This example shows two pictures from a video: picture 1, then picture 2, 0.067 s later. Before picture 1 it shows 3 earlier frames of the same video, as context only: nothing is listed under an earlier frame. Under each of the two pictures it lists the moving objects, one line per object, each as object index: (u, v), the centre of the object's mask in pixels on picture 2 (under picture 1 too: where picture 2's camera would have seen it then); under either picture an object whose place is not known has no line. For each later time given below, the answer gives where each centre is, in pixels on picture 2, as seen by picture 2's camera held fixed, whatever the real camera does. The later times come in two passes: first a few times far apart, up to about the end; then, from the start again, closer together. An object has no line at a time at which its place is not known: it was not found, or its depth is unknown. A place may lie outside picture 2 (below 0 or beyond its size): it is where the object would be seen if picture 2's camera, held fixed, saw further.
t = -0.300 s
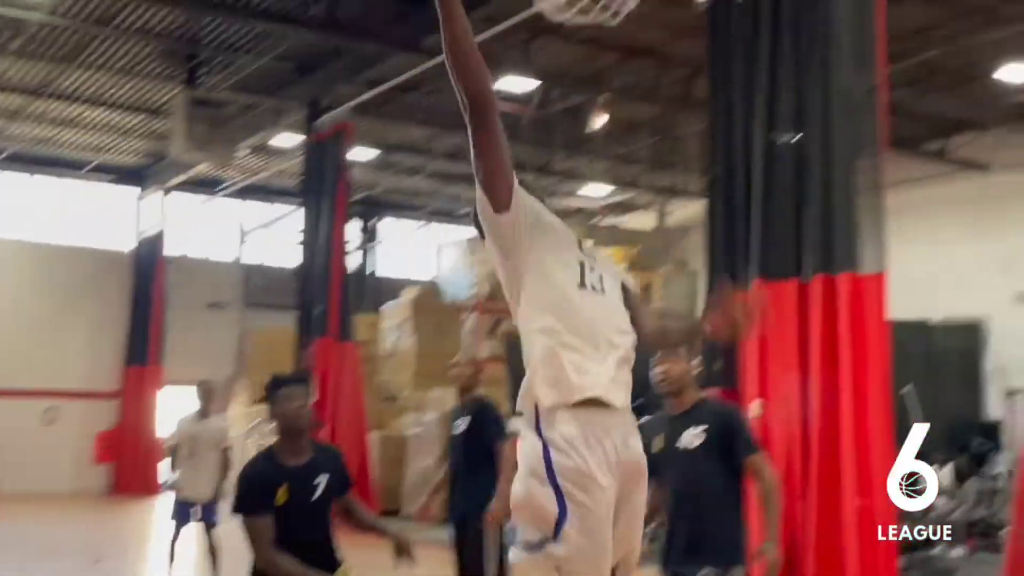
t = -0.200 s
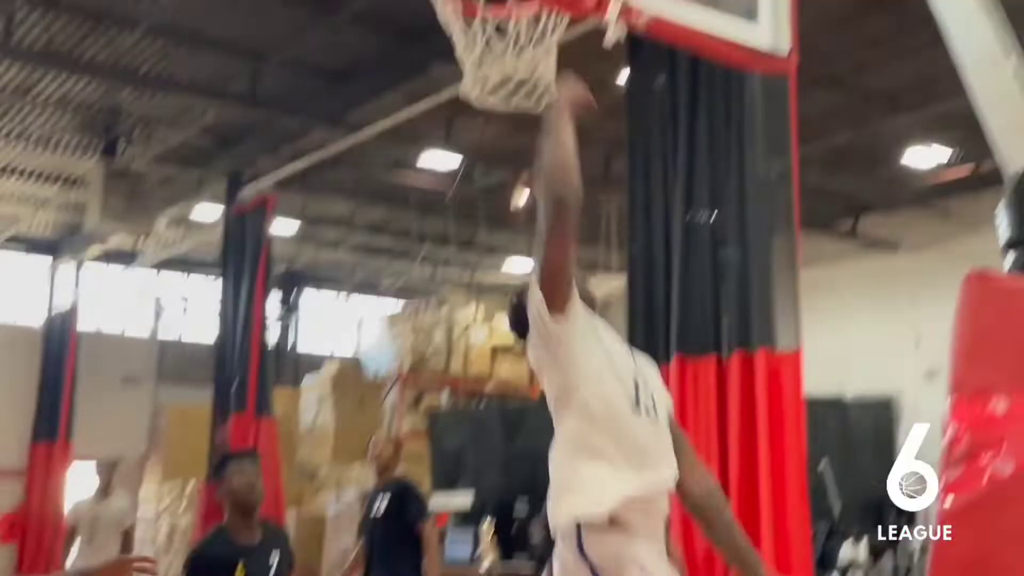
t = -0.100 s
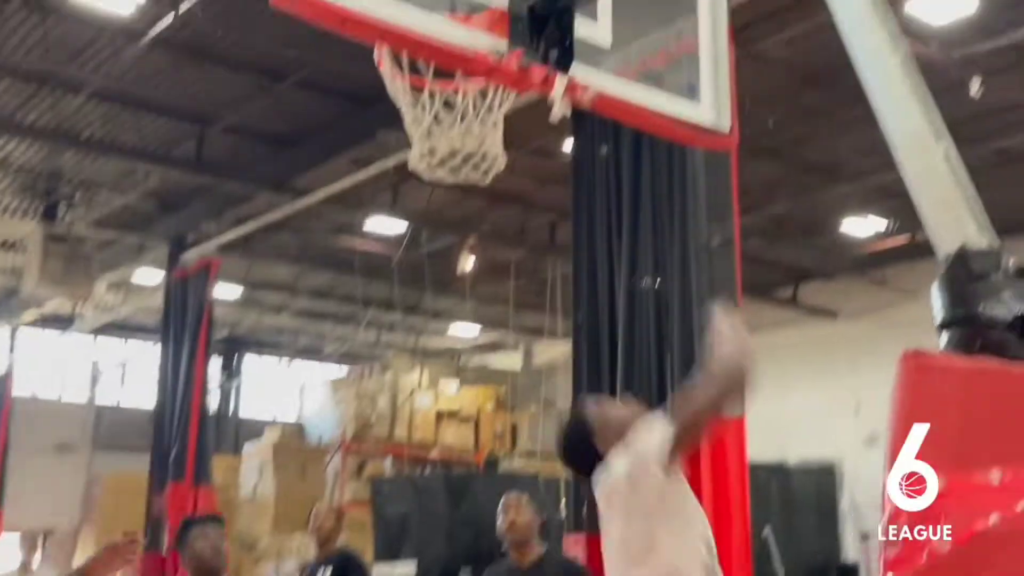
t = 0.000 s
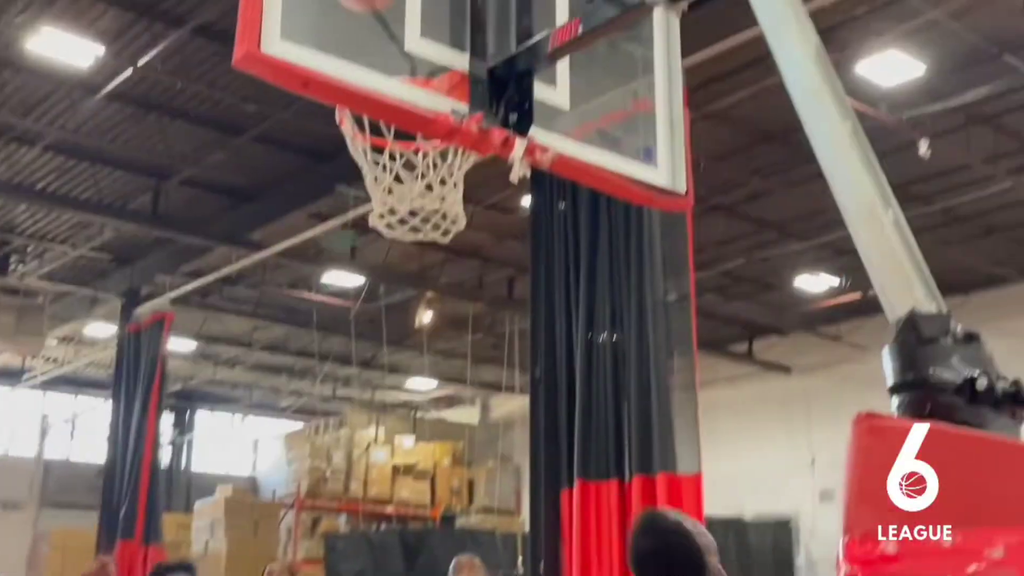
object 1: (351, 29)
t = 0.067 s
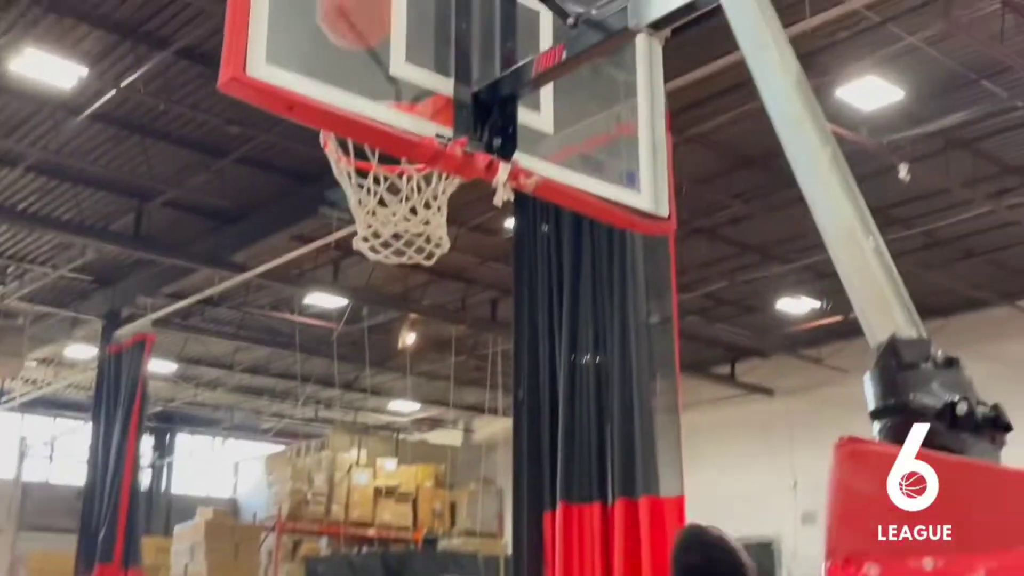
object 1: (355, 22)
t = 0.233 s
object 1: (376, 88)
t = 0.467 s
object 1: (405, 271)
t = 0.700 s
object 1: (464, 469)
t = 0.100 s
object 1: (356, 23)
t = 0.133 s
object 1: (358, 30)
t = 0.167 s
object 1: (362, 60)
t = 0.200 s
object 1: (372, 82)
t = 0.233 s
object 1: (376, 88)
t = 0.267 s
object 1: (365, 167)
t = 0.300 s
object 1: (377, 187)
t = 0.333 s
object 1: (380, 220)
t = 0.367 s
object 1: (384, 229)
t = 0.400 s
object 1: (390, 243)
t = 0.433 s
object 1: (397, 255)
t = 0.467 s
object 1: (405, 271)
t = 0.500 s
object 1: (413, 292)
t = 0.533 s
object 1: (426, 328)
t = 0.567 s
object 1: (431, 341)
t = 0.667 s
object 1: (460, 446)
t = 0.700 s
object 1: (464, 469)
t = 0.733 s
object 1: (475, 543)
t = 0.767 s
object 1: (484, 600)
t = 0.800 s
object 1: (493, 661)
